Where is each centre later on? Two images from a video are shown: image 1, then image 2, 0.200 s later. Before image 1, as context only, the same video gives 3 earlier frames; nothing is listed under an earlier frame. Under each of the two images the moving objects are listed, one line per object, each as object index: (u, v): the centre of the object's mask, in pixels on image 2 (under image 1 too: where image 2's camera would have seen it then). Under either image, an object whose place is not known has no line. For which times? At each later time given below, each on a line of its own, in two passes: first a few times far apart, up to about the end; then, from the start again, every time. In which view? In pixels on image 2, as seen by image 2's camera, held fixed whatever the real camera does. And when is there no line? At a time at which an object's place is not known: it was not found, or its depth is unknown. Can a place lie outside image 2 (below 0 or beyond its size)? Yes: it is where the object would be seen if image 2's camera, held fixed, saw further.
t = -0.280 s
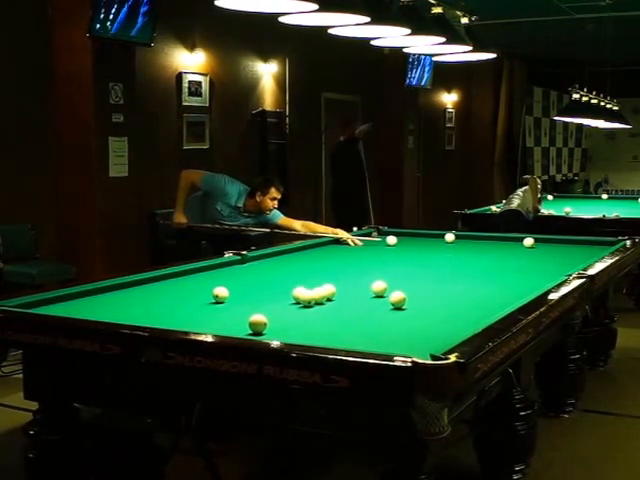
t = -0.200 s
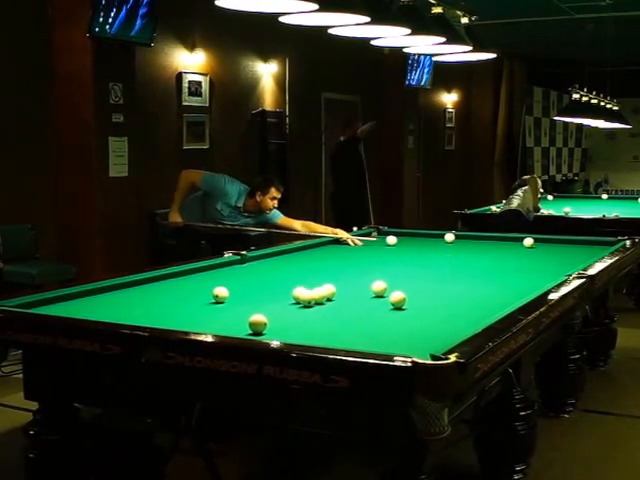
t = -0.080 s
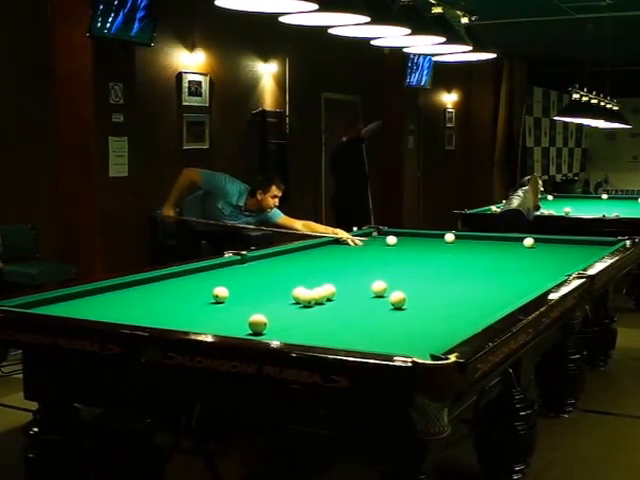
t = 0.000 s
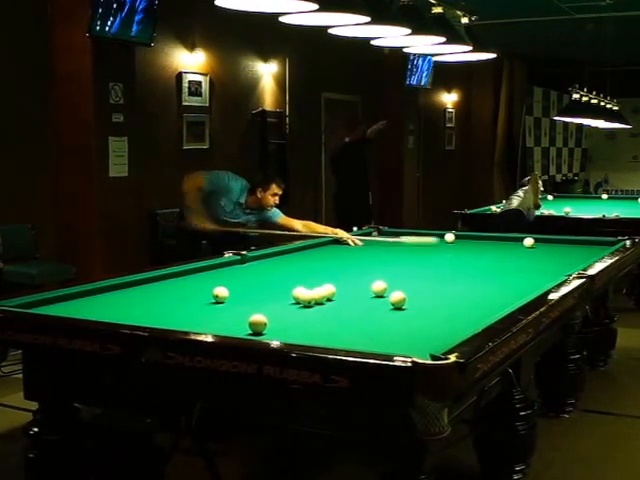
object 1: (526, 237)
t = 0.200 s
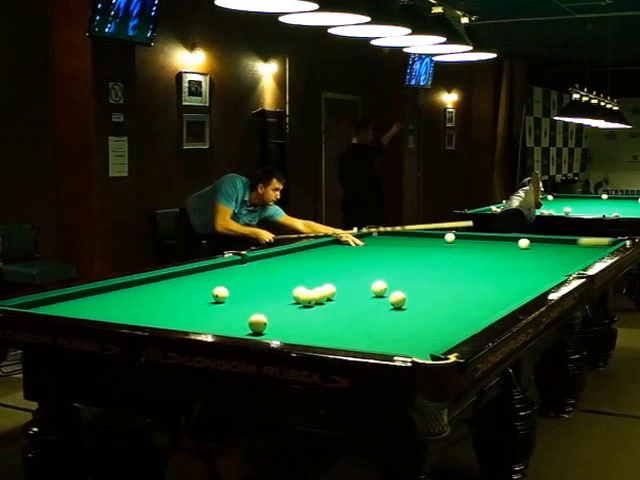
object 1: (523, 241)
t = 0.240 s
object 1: (524, 241)
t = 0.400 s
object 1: (530, 244)
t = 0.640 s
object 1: (538, 248)
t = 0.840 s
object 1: (544, 249)
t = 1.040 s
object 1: (550, 251)
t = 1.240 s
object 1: (557, 254)
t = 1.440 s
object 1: (563, 256)
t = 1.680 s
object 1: (571, 259)
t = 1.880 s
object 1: (578, 260)
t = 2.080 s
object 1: (573, 262)
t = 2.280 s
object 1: (565, 264)
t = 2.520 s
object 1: (554, 265)
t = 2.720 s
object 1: (546, 266)
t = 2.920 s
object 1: (538, 268)
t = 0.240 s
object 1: (524, 241)
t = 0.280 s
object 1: (526, 242)
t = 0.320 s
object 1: (527, 242)
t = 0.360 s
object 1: (529, 243)
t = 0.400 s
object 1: (530, 244)
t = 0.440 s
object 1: (531, 245)
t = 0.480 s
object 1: (533, 245)
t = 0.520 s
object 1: (534, 246)
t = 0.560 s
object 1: (535, 247)
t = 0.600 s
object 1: (537, 247)
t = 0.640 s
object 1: (538, 248)
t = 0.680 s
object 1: (539, 248)
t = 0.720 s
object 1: (540, 248)
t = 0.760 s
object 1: (541, 248)
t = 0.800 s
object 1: (543, 249)
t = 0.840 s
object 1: (544, 249)
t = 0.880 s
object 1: (546, 250)
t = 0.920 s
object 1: (547, 250)
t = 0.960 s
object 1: (548, 250)
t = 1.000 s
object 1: (549, 251)
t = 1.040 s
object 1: (550, 251)
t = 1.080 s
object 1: (551, 251)
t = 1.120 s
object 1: (553, 252)
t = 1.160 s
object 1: (555, 253)
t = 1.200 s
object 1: (556, 254)
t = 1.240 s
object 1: (557, 254)
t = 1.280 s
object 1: (559, 254)
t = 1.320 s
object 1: (560, 255)
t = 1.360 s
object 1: (561, 255)
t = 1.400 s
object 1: (562, 256)
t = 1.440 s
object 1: (563, 256)
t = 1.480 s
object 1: (565, 257)
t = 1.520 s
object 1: (566, 257)
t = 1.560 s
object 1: (567, 258)
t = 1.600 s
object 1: (569, 258)
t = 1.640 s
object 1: (570, 258)
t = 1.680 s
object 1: (571, 259)
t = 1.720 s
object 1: (573, 260)
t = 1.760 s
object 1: (574, 260)
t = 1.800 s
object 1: (575, 260)
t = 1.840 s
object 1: (576, 260)
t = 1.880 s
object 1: (578, 260)
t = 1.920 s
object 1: (579, 261)
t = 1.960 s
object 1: (578, 261)
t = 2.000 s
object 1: (577, 261)
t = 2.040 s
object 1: (575, 262)
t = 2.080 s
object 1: (573, 262)
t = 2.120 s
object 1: (571, 263)
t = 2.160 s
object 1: (570, 263)
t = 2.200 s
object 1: (568, 264)
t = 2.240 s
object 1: (566, 264)
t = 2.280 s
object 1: (565, 264)
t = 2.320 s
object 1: (563, 264)
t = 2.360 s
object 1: (561, 265)
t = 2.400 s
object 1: (559, 265)
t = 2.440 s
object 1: (558, 265)
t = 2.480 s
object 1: (556, 265)
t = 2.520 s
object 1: (554, 265)
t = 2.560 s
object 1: (552, 266)
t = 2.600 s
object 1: (551, 266)
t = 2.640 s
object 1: (549, 266)
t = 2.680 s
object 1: (547, 266)
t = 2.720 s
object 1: (546, 266)
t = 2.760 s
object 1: (545, 267)
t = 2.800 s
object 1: (543, 267)
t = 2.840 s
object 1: (541, 268)
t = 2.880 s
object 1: (540, 268)
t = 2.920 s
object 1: (538, 268)
